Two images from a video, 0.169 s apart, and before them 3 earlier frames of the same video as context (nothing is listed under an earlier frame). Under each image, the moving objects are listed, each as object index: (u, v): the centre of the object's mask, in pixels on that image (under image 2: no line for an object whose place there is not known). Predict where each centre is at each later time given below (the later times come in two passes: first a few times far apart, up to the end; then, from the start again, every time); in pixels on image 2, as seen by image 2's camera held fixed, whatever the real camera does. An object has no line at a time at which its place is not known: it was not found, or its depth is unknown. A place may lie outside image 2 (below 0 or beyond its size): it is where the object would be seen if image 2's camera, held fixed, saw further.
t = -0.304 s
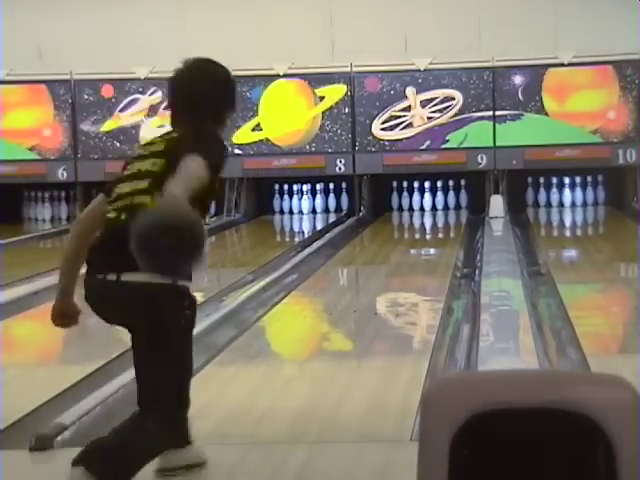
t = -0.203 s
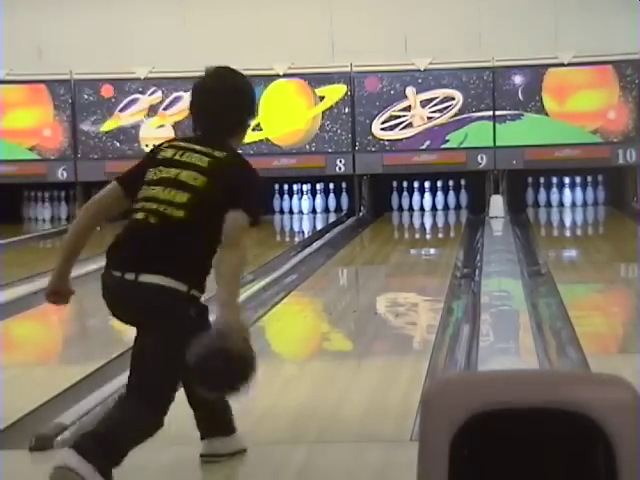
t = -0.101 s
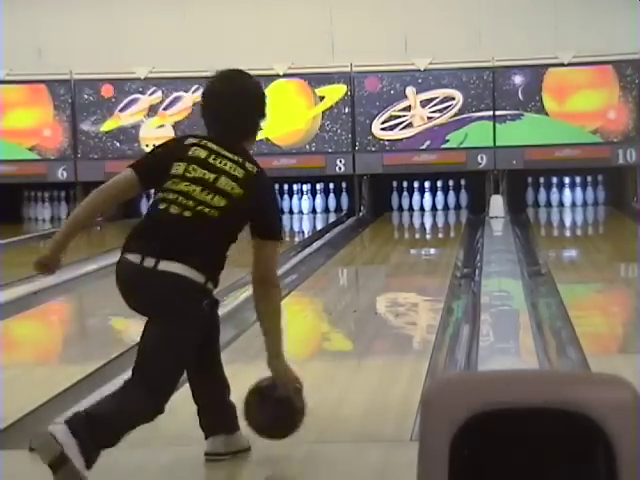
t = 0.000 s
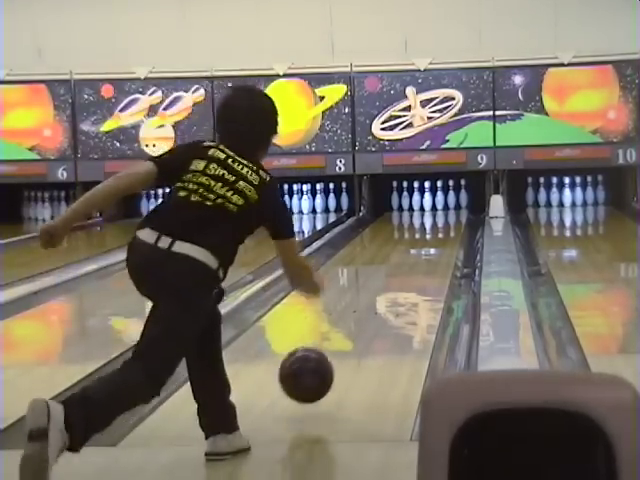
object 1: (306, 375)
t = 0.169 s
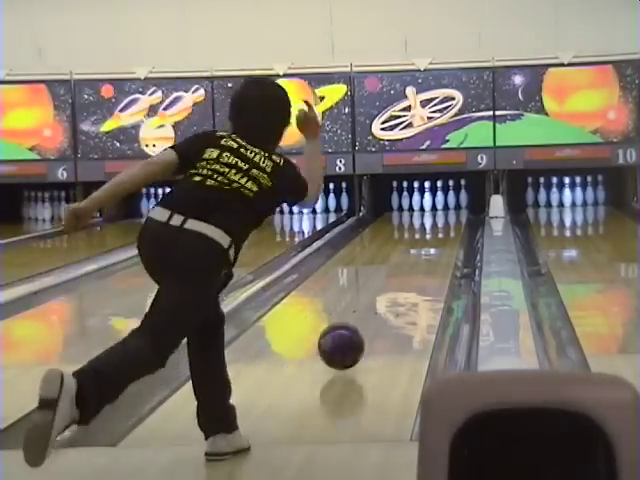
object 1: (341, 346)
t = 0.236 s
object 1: (352, 335)
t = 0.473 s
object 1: (382, 300)
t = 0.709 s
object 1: (402, 275)
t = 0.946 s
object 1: (416, 257)
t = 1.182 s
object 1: (426, 243)
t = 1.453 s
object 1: (434, 228)
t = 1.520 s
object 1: (435, 225)
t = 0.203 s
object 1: (346, 341)
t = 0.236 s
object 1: (352, 335)
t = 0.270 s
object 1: (357, 330)
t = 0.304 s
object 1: (361, 324)
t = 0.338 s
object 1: (366, 318)
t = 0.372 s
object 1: (370, 314)
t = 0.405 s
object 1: (374, 309)
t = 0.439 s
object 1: (378, 304)
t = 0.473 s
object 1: (382, 300)
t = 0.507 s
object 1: (385, 296)
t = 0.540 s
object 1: (388, 292)
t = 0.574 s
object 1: (391, 288)
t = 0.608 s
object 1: (394, 285)
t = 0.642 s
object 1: (397, 281)
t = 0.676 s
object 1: (399, 278)
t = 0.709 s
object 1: (402, 275)
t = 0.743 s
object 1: (404, 272)
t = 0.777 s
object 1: (407, 269)
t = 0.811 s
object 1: (409, 266)
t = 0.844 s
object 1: (411, 264)
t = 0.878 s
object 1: (413, 262)
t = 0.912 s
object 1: (415, 260)
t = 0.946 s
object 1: (416, 257)
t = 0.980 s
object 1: (418, 255)
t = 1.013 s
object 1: (420, 252)
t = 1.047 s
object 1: (421, 250)
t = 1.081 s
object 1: (423, 248)
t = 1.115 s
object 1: (424, 246)
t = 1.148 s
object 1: (425, 244)
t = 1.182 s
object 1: (426, 243)
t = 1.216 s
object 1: (427, 241)
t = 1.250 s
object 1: (428, 239)
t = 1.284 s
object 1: (429, 237)
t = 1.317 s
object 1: (430, 235)
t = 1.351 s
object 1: (431, 234)
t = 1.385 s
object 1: (433, 231)
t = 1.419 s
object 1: (434, 229)
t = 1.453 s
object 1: (434, 228)
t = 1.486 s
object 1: (435, 226)
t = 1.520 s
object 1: (435, 225)
